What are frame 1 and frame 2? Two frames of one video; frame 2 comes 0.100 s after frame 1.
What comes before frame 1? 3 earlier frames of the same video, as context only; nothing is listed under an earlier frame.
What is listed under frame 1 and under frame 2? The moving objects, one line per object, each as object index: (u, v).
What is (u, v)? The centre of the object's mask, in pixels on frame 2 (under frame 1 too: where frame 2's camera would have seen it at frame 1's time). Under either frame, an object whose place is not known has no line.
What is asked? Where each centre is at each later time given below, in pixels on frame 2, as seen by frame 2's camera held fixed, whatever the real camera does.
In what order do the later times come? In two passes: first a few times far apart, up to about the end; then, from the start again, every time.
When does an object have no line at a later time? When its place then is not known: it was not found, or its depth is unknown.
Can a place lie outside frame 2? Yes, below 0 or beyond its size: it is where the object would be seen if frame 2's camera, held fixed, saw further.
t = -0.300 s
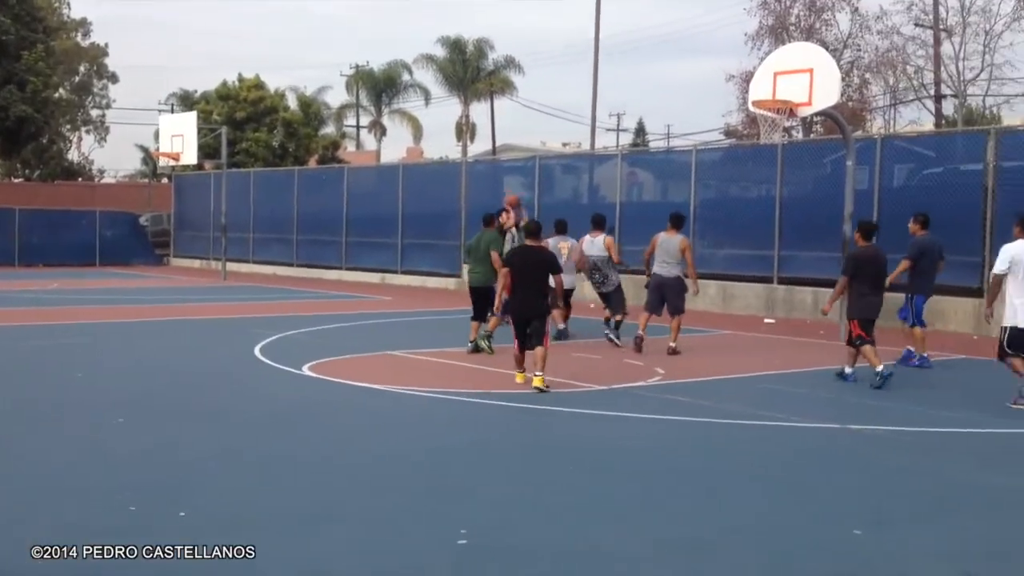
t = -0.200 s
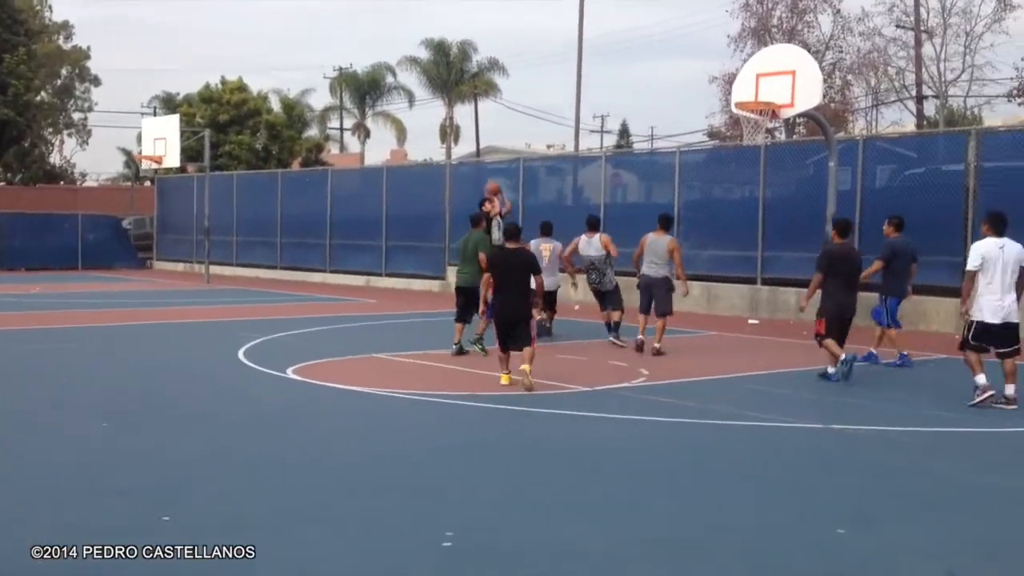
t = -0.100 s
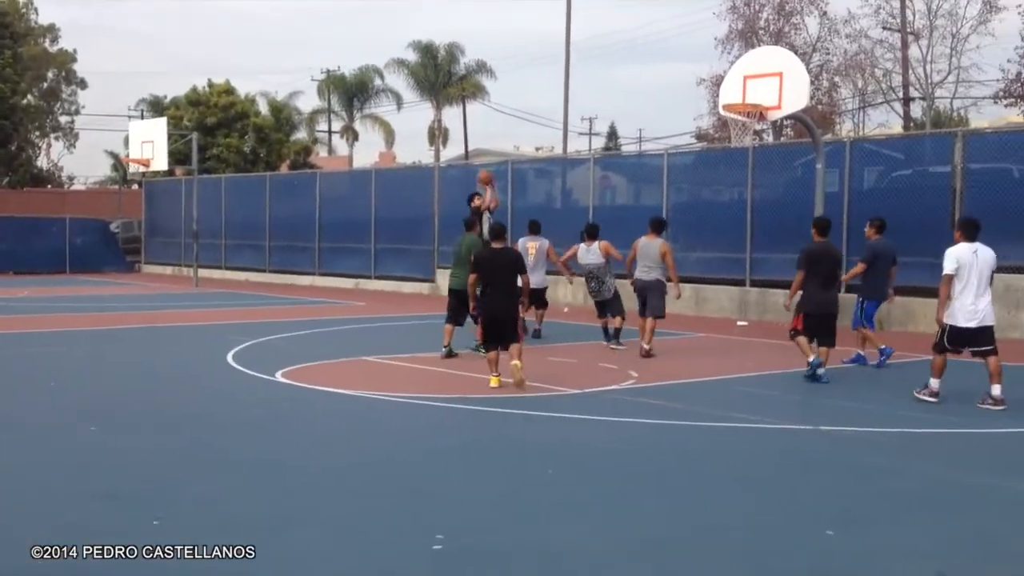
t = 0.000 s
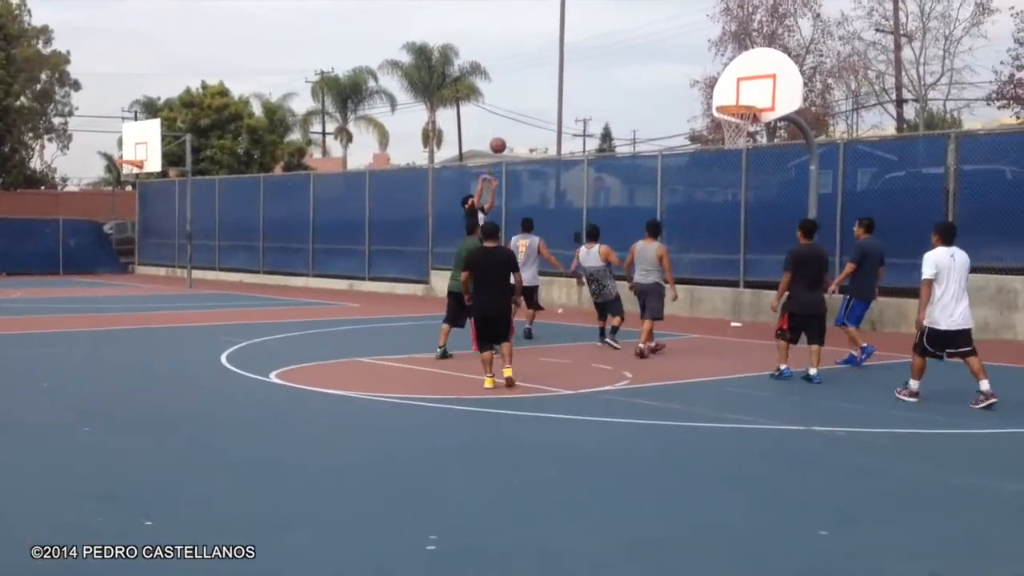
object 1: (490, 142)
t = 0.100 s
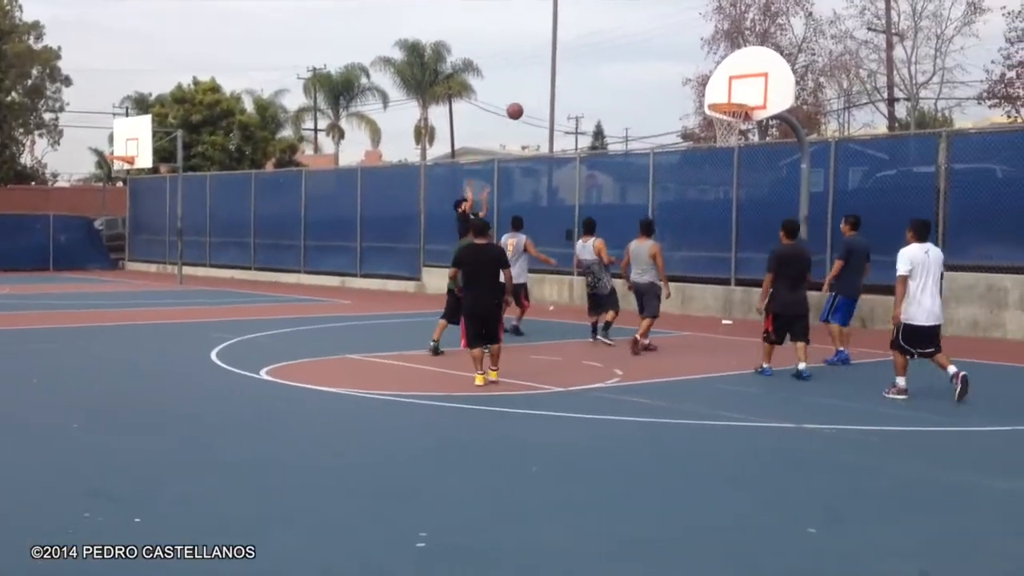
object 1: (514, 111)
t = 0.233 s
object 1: (548, 77)
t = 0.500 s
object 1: (620, 46)
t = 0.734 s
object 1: (686, 60)
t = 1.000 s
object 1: (723, 94)
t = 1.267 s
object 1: (697, 64)
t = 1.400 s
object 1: (684, 70)
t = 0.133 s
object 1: (523, 101)
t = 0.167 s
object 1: (531, 92)
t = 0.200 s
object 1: (540, 84)
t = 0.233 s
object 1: (548, 77)
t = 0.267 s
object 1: (557, 70)
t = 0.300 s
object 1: (566, 64)
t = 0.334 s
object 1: (575, 59)
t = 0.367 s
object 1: (584, 55)
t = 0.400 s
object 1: (593, 51)
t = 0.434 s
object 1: (602, 49)
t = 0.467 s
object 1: (611, 47)
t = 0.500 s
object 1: (620, 46)
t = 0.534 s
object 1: (630, 45)
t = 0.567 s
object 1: (639, 46)
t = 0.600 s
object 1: (648, 46)
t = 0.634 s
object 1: (658, 49)
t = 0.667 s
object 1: (668, 52)
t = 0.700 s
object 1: (677, 55)
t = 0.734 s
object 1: (686, 60)
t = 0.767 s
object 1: (696, 65)
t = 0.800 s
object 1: (706, 72)
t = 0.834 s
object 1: (715, 80)
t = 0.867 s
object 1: (726, 88)
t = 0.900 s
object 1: (736, 96)
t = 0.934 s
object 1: (735, 97)
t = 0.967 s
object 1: (728, 97)
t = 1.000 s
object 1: (723, 94)
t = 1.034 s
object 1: (720, 87)
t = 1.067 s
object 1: (718, 81)
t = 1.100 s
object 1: (715, 76)
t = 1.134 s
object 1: (711, 72)
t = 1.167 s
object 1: (707, 68)
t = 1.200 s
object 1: (704, 66)
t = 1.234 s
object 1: (701, 64)
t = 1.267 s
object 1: (697, 64)
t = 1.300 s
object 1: (694, 64)
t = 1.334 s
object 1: (691, 65)
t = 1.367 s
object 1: (688, 67)
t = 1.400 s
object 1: (684, 70)
